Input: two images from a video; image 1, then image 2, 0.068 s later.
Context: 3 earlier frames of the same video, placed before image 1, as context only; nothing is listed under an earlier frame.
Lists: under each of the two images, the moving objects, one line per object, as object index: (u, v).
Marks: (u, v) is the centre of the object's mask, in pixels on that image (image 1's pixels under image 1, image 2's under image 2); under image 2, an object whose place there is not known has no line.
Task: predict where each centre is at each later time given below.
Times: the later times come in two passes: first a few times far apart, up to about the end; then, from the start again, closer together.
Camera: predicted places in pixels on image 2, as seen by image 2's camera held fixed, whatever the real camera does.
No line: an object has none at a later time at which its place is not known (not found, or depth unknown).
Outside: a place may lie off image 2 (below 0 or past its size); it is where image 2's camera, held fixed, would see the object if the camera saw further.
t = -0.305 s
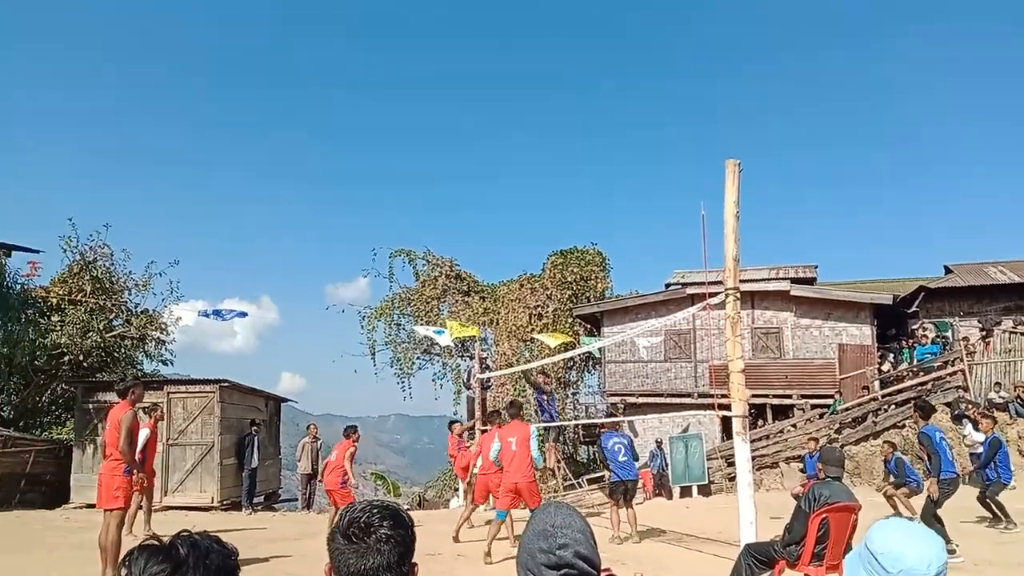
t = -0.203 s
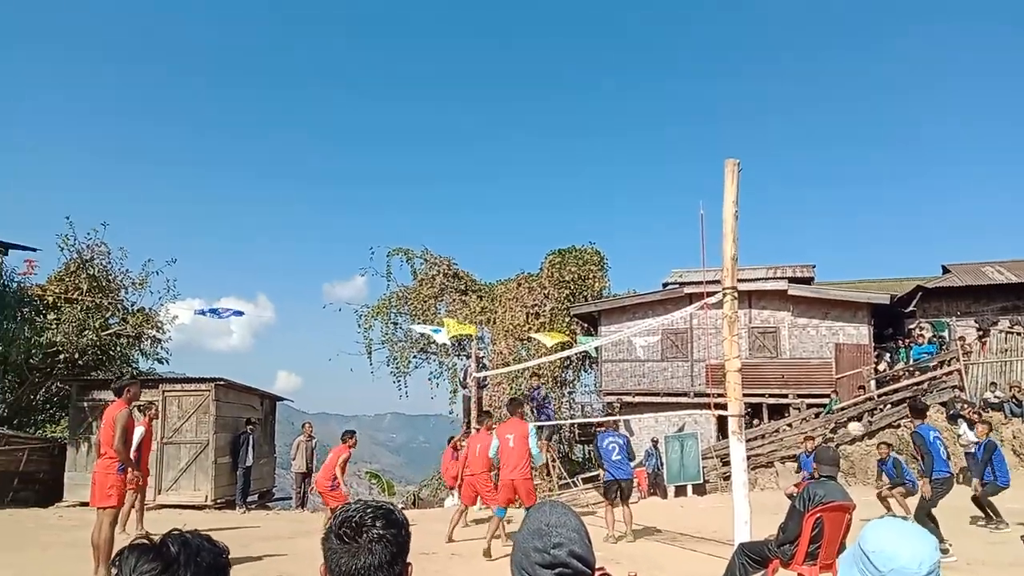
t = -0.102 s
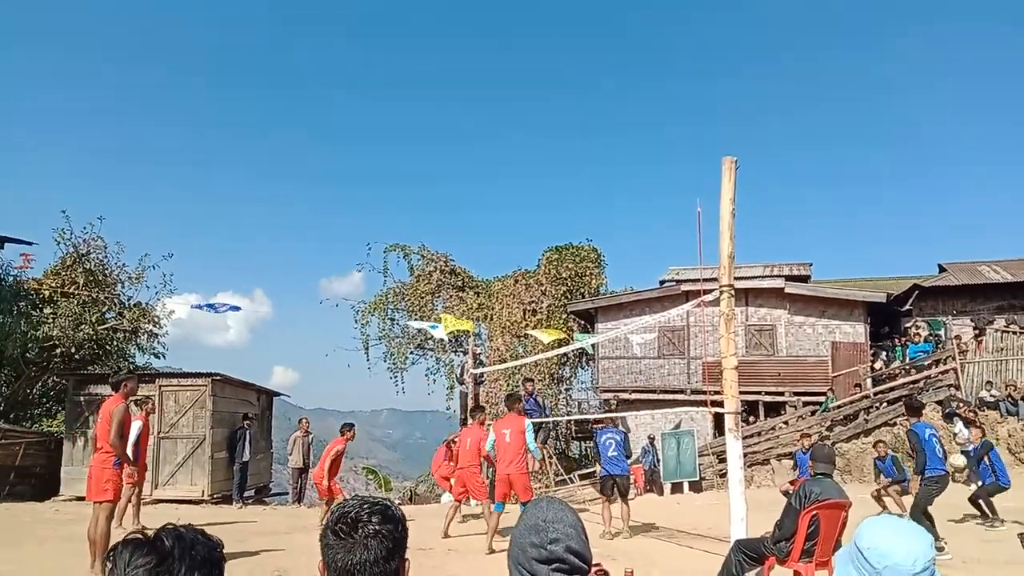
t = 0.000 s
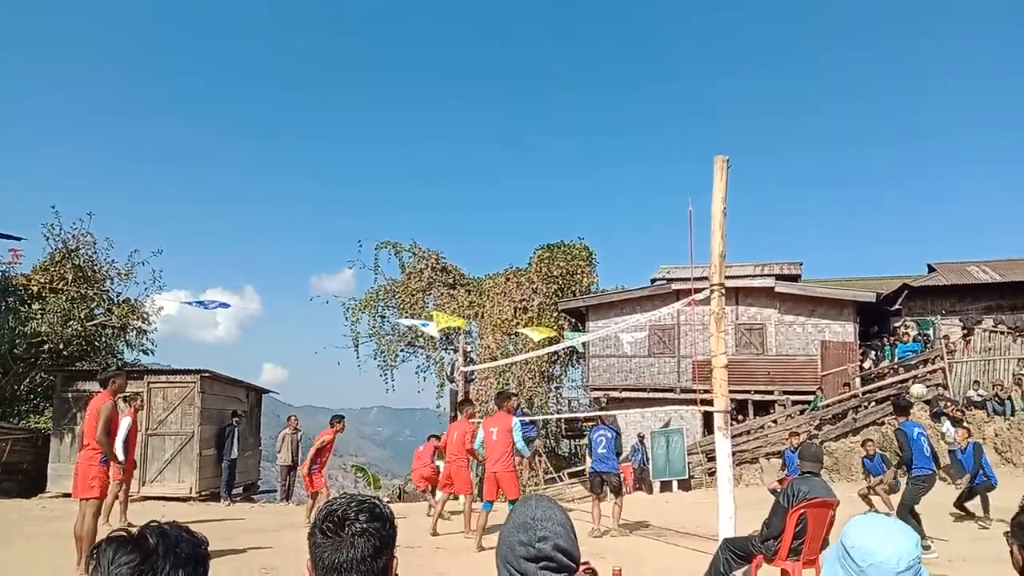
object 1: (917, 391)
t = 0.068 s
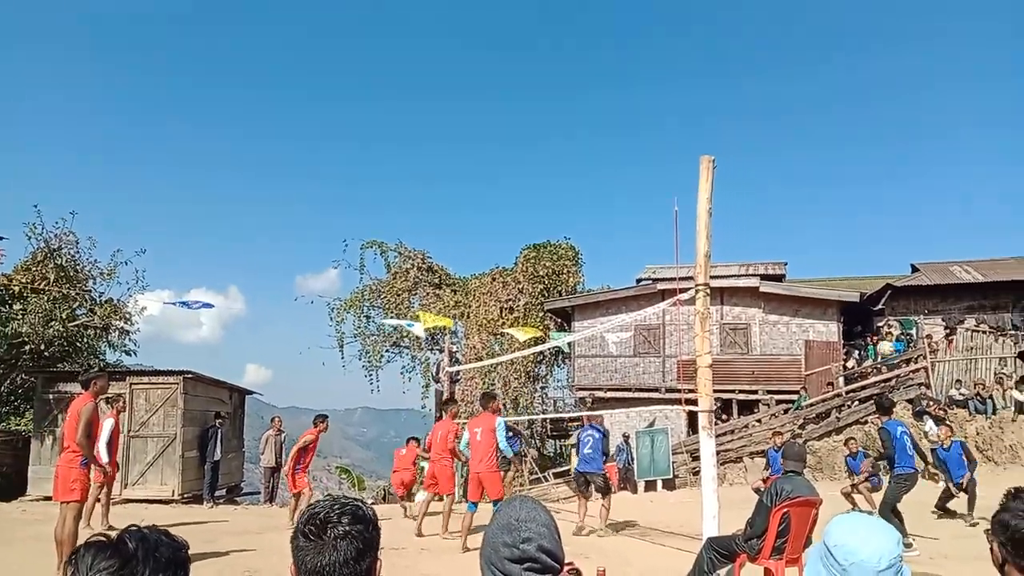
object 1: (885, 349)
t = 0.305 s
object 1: (834, 227)
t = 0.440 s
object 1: (803, 173)
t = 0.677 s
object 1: (756, 111)
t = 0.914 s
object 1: (714, 87)
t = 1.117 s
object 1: (677, 102)
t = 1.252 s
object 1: (649, 133)
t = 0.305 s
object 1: (834, 227)
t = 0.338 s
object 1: (826, 213)
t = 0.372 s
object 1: (817, 200)
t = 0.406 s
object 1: (809, 186)
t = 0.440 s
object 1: (803, 173)
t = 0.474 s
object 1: (797, 162)
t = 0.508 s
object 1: (788, 152)
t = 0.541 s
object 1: (780, 141)
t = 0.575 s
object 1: (774, 132)
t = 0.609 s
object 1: (768, 124)
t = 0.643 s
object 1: (762, 118)
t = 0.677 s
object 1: (756, 111)
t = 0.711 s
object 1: (750, 104)
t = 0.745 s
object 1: (743, 99)
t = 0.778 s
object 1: (736, 95)
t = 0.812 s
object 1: (729, 91)
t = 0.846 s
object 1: (724, 89)
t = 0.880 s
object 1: (719, 87)
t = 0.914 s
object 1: (714, 87)
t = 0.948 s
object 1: (707, 86)
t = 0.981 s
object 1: (702, 87)
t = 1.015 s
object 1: (695, 89)
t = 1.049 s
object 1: (688, 93)
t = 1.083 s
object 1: (682, 96)
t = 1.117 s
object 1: (677, 102)
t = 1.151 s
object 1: (671, 108)
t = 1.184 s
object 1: (664, 116)
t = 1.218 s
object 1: (656, 124)
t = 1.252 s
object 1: (649, 133)
